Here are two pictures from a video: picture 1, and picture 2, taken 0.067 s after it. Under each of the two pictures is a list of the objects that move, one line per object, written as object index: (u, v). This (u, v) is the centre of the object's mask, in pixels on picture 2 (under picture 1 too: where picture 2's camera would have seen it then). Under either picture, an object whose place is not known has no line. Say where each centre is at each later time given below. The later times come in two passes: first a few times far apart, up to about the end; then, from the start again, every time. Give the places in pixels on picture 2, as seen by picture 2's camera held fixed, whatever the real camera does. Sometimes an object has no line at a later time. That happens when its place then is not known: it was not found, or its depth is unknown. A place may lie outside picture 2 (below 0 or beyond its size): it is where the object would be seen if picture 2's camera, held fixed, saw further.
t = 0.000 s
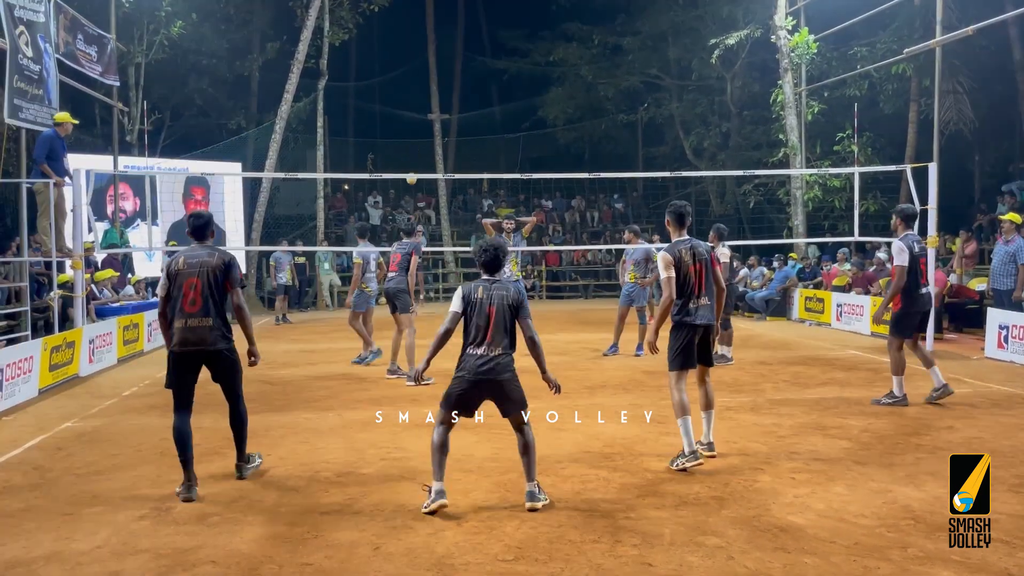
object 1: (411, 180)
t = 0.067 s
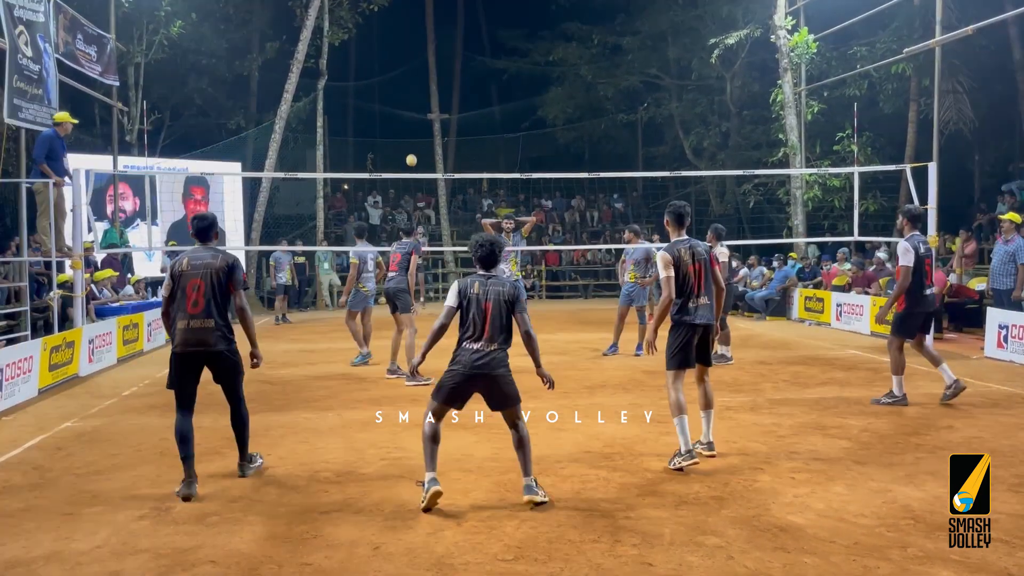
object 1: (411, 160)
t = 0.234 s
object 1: (414, 119)
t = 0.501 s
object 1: (416, 75)
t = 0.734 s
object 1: (422, 71)
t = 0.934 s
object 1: (430, 115)
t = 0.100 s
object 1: (412, 151)
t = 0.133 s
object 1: (412, 143)
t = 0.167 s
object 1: (412, 134)
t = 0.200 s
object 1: (413, 126)
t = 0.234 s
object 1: (414, 119)
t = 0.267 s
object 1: (414, 111)
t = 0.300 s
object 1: (414, 104)
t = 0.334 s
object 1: (415, 98)
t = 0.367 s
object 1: (415, 92)
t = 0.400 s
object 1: (415, 87)
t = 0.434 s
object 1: (415, 82)
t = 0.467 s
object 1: (416, 78)
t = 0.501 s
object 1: (416, 75)
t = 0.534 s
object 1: (417, 72)
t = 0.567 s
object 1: (417, 69)
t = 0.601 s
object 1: (418, 68)
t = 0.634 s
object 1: (419, 67)
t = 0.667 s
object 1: (420, 67)
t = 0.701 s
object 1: (421, 68)
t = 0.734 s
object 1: (422, 71)
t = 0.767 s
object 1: (423, 74)
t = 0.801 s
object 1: (424, 79)
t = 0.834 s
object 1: (426, 84)
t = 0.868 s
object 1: (427, 93)
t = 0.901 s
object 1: (428, 102)
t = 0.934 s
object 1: (430, 115)
